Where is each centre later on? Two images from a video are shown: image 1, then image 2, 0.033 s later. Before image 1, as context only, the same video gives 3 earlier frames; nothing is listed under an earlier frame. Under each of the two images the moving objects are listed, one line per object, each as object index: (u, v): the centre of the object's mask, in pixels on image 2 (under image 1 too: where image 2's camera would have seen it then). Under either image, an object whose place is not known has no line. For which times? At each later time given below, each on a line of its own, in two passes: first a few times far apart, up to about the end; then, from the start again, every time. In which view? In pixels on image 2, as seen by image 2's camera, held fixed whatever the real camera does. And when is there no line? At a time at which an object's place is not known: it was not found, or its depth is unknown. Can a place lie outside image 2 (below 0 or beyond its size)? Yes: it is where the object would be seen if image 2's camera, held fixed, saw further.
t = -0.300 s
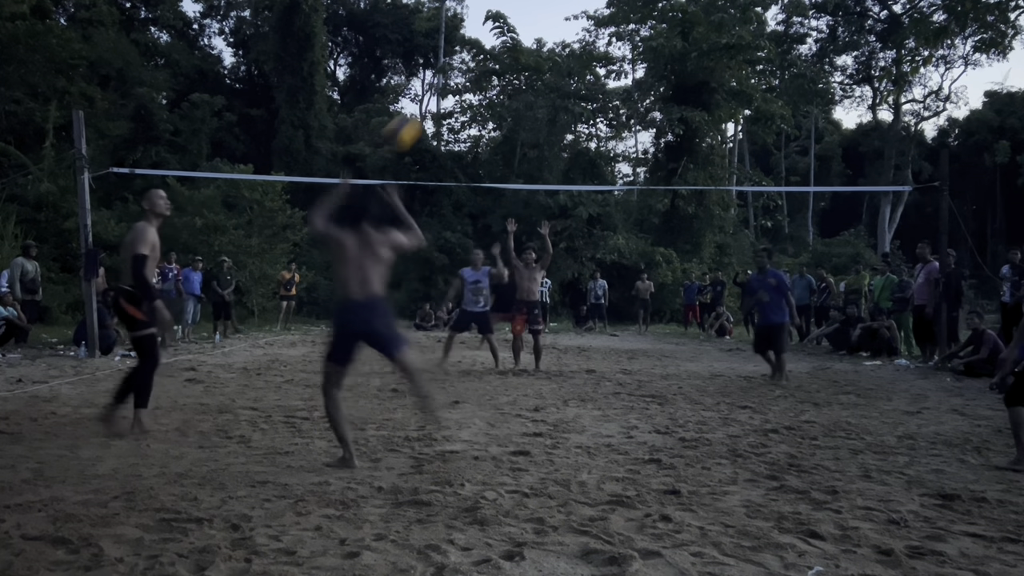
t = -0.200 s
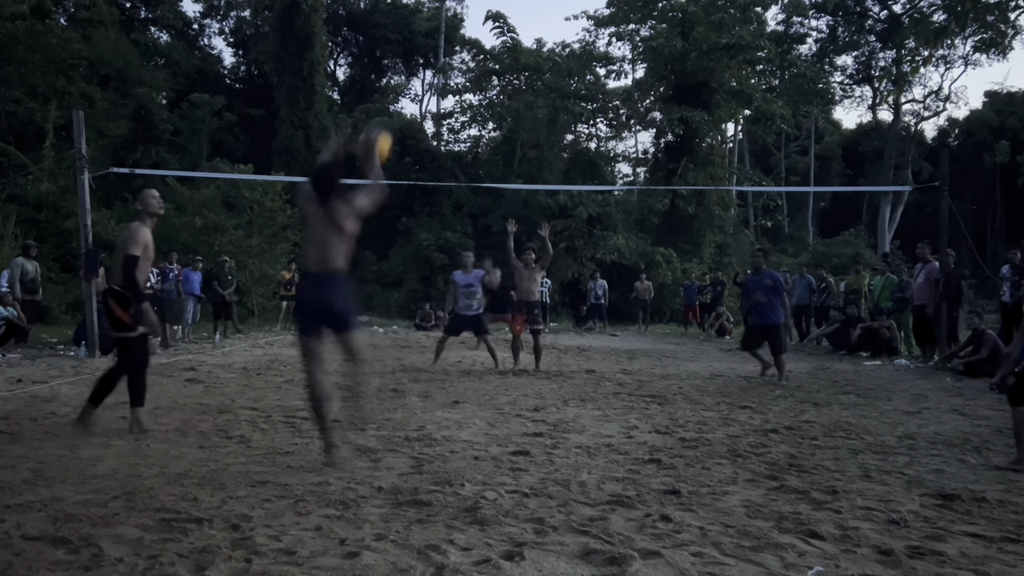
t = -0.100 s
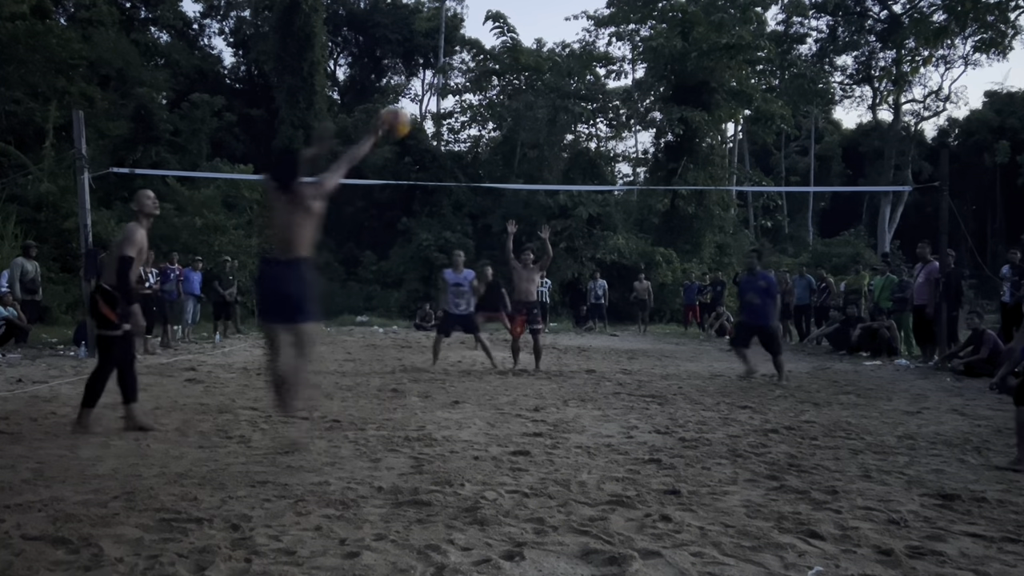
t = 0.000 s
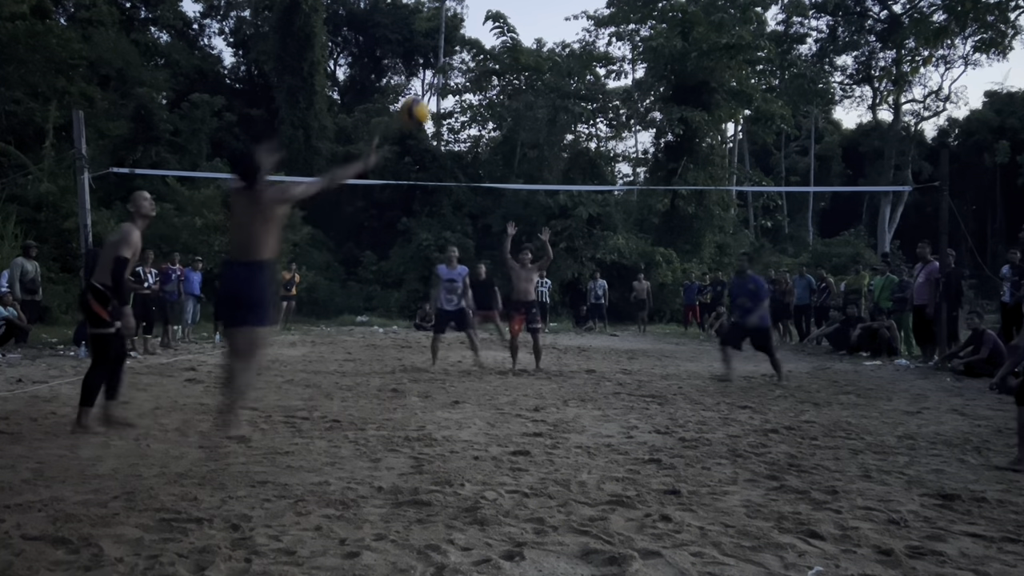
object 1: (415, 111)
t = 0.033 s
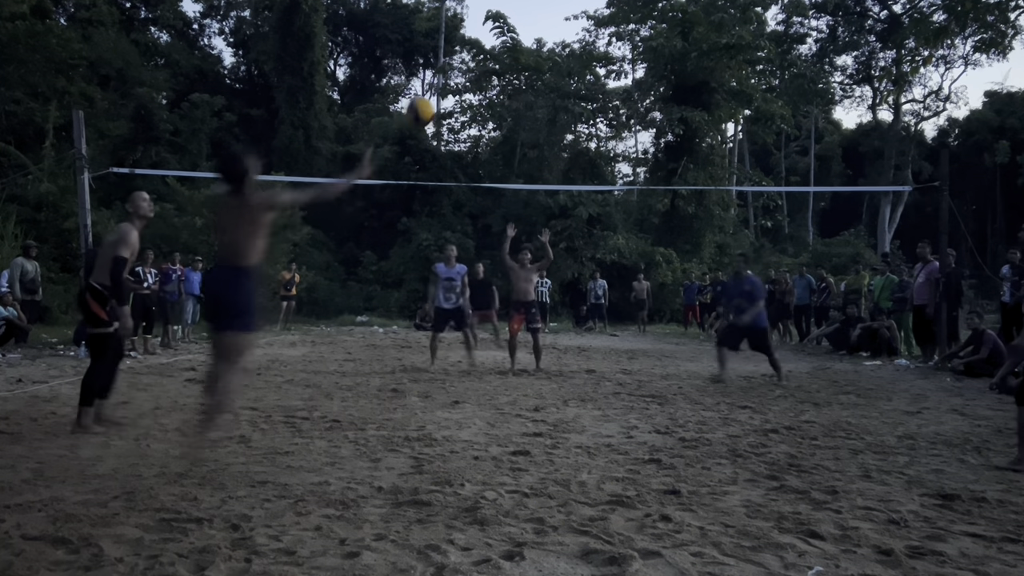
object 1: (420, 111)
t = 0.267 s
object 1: (461, 156)
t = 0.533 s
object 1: (496, 278)
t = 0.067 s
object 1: (426, 115)
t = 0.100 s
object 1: (433, 118)
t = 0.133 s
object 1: (438, 122)
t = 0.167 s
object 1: (443, 127)
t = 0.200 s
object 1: (448, 134)
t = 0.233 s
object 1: (455, 144)
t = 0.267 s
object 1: (461, 156)
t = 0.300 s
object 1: (465, 166)
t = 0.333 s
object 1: (469, 176)
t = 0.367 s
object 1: (474, 191)
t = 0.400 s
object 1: (479, 205)
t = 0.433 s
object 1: (485, 220)
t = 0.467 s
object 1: (488, 238)
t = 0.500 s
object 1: (492, 259)
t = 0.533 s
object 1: (496, 278)
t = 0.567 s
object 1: (500, 297)
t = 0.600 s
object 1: (504, 316)
